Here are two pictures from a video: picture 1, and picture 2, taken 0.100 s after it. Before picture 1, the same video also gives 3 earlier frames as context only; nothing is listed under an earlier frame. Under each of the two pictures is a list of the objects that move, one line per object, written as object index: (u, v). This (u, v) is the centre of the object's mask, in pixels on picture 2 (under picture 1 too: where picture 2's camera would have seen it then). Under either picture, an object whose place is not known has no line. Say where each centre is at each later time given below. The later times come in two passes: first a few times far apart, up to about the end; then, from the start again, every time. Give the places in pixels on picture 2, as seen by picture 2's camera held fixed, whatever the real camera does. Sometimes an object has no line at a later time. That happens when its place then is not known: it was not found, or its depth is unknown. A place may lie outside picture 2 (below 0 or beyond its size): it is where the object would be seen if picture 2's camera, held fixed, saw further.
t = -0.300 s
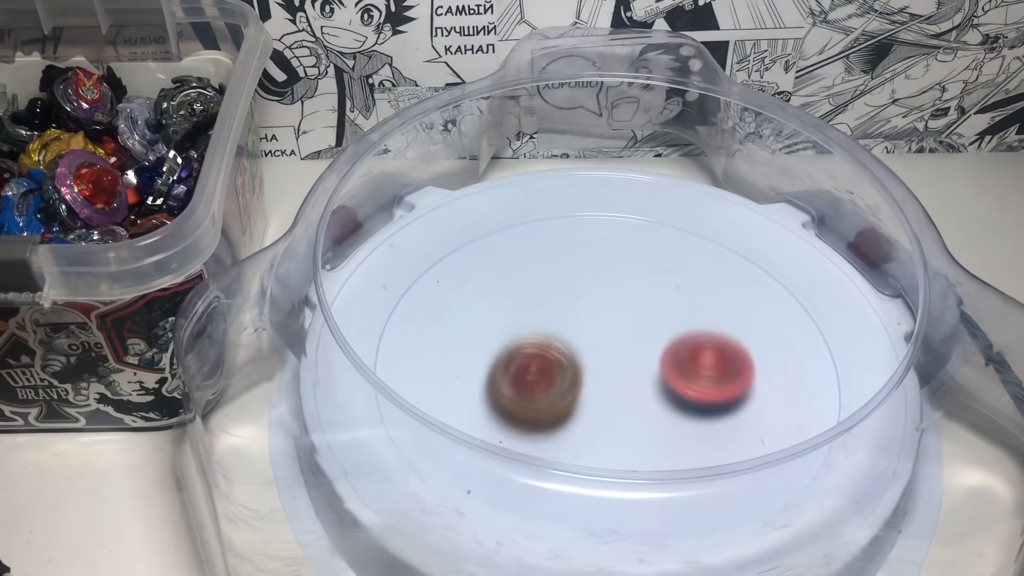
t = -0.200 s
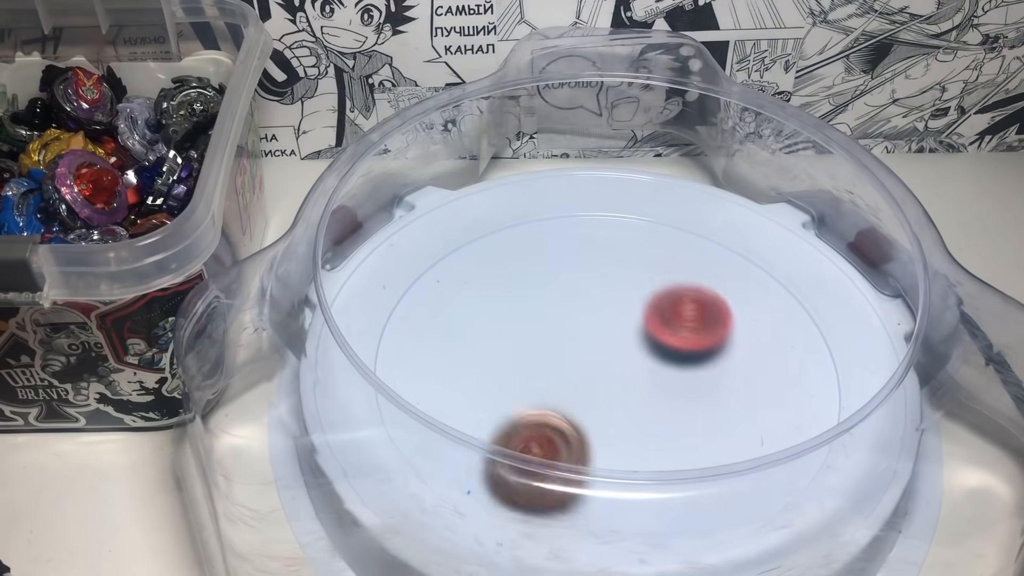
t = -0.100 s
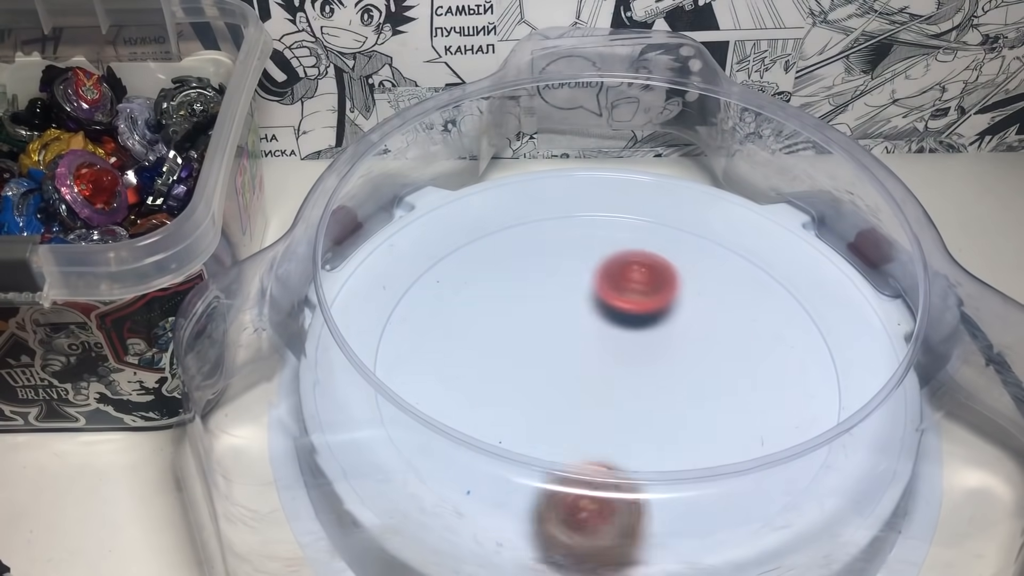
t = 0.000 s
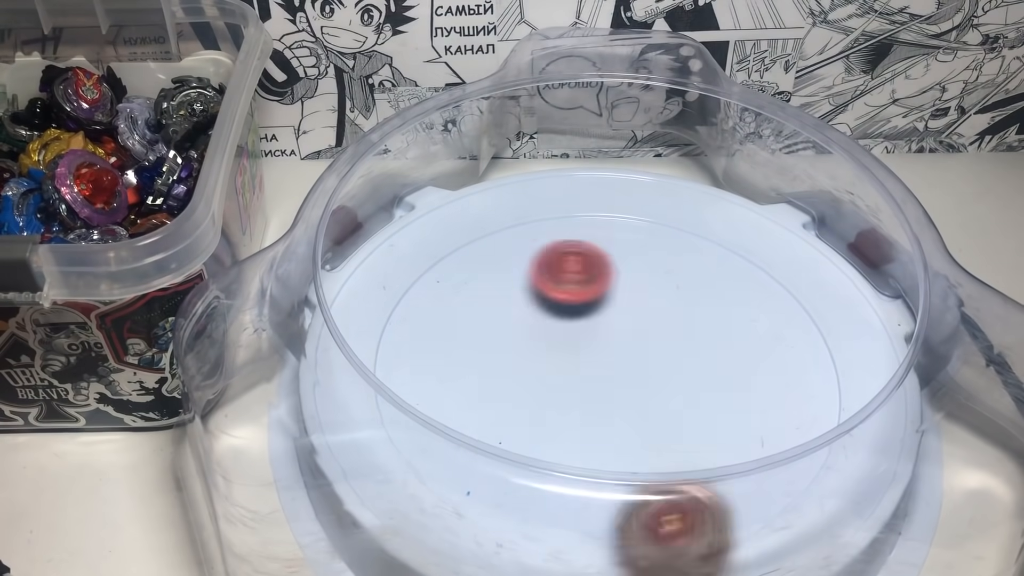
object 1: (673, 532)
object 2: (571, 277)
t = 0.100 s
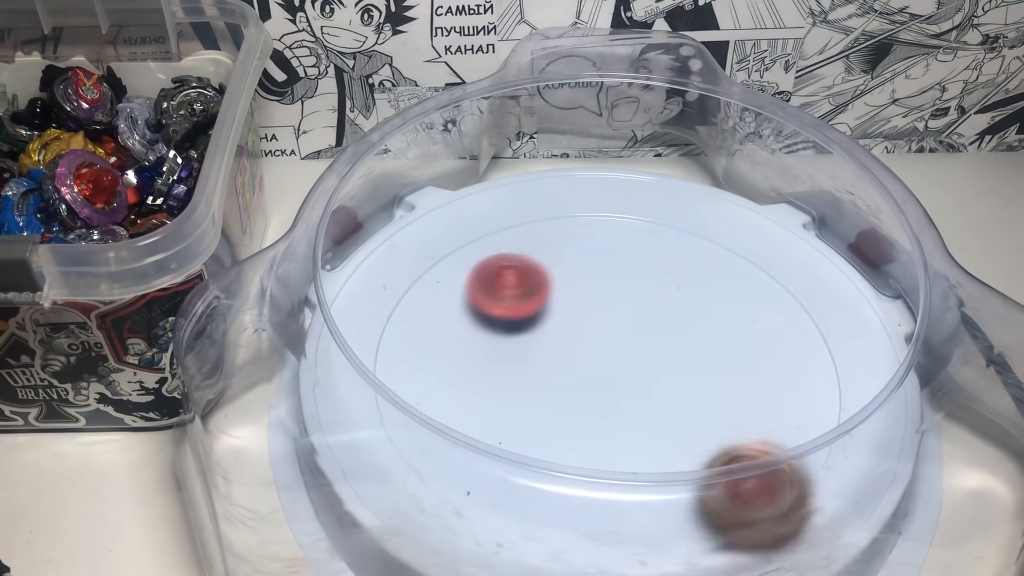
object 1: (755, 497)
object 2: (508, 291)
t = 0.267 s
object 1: (829, 380)
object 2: (467, 368)
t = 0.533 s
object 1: (640, 249)
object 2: (636, 453)
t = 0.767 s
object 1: (420, 331)
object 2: (735, 347)
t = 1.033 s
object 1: (549, 525)
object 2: (606, 267)
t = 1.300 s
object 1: (812, 407)
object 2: (512, 355)
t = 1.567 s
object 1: (584, 255)
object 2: (663, 426)
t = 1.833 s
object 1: (391, 369)
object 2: (706, 319)
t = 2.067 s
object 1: (624, 528)
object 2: (595, 309)
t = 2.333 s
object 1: (786, 323)
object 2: (588, 395)
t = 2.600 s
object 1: (550, 201)
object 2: (655, 381)
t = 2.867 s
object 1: (388, 372)
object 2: (609, 360)
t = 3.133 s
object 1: (716, 488)
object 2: (600, 376)
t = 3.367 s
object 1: (806, 287)
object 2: (614, 375)
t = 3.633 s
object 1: (550, 209)
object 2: (608, 366)
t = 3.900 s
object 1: (476, 399)
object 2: (605, 367)
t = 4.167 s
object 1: (774, 474)
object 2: (605, 362)
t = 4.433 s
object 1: (802, 303)
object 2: (610, 367)
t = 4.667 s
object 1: (591, 243)
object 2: (611, 366)
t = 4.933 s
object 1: (458, 418)
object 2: (610, 367)
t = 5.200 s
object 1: (666, 531)
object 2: (614, 369)
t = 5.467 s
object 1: (782, 364)
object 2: (612, 371)
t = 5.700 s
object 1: (568, 267)
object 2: (610, 370)
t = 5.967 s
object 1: (401, 351)
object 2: (609, 369)
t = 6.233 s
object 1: (576, 521)
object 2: (606, 367)
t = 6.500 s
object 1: (761, 348)
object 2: (606, 367)
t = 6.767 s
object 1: (580, 212)
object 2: (609, 364)
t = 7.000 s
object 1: (421, 306)
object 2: (609, 366)
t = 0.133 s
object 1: (777, 478)
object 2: (492, 303)
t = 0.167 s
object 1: (795, 455)
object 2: (479, 317)
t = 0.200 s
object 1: (810, 431)
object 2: (471, 333)
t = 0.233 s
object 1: (822, 406)
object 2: (466, 351)
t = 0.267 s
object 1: (829, 380)
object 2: (467, 368)
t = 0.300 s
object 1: (832, 355)
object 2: (473, 386)
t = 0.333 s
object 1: (822, 329)
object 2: (485, 403)
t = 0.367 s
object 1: (805, 306)
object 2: (500, 421)
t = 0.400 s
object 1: (781, 287)
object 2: (522, 435)
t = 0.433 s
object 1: (750, 271)
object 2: (550, 447)
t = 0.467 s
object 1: (715, 259)
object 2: (578, 454)
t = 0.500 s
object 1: (678, 252)
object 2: (607, 456)
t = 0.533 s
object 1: (640, 249)
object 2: (636, 453)
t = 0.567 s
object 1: (602, 249)
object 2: (664, 442)
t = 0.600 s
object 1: (565, 255)
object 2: (688, 432)
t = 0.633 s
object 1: (529, 263)
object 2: (708, 422)
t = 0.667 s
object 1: (496, 275)
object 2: (724, 404)
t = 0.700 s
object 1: (467, 289)
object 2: (734, 385)
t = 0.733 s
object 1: (440, 309)
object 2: (737, 365)
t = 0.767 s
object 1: (420, 331)
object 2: (735, 347)
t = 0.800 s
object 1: (408, 353)
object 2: (728, 330)
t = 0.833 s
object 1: (398, 382)
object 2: (718, 313)
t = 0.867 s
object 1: (397, 407)
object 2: (703, 300)
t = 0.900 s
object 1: (404, 439)
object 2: (686, 287)
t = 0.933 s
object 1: (430, 467)
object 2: (667, 277)
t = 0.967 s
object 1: (465, 491)
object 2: (647, 270)
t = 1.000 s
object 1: (505, 512)
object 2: (626, 266)
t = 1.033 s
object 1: (549, 525)
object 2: (606, 267)
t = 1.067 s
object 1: (596, 530)
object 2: (585, 270)
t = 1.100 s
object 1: (644, 531)
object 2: (567, 276)
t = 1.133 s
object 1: (690, 528)
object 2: (549, 284)
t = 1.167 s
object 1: (733, 513)
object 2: (533, 295)
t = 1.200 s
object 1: (770, 492)
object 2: (521, 307)
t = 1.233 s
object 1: (796, 466)
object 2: (513, 321)
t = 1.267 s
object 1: (809, 436)
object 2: (510, 338)
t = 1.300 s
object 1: (812, 407)
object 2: (512, 355)
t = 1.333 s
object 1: (805, 377)
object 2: (519, 372)
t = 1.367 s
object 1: (789, 349)
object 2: (531, 387)
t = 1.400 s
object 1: (764, 324)
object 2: (548, 403)
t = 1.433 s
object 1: (734, 302)
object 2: (568, 415)
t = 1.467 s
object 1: (699, 284)
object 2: (591, 423)
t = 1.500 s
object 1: (662, 270)
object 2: (615, 428)
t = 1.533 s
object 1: (624, 260)
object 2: (639, 428)
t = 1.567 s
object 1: (584, 255)
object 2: (663, 426)
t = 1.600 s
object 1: (548, 254)
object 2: (684, 419)
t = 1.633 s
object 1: (510, 257)
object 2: (702, 409)
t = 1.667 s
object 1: (474, 264)
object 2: (716, 396)
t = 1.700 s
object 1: (441, 275)
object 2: (724, 380)
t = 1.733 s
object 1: (410, 290)
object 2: (726, 363)
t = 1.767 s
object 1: (385, 309)
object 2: (724, 348)
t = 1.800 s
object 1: (388, 337)
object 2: (717, 332)
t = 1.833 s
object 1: (391, 369)
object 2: (706, 319)
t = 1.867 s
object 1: (400, 401)
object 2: (692, 309)
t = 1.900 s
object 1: (414, 432)
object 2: (677, 302)
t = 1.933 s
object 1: (436, 464)
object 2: (660, 298)
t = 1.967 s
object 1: (473, 490)
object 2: (642, 296)
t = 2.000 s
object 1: (521, 513)
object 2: (625, 298)
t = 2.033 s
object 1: (571, 526)
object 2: (609, 302)
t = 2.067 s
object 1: (624, 528)
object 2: (595, 309)
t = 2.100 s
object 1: (675, 522)
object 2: (583, 317)
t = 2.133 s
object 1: (720, 506)
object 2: (574, 327)
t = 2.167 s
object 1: (757, 482)
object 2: (567, 338)
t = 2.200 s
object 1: (782, 452)
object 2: (563, 349)
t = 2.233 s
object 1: (797, 421)
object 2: (564, 361)
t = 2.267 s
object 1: (803, 388)
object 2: (569, 373)
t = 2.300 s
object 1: (798, 354)
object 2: (577, 385)
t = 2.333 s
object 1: (786, 323)
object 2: (588, 395)
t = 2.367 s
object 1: (768, 295)
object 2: (600, 401)
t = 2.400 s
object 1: (744, 271)
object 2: (611, 405)
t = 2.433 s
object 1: (716, 250)
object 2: (623, 406)
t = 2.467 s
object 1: (686, 232)
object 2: (634, 404)
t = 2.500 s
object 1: (652, 218)
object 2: (642, 399)
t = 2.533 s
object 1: (618, 208)
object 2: (649, 393)
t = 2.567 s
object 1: (584, 201)
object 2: (654, 387)
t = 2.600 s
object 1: (550, 201)
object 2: (655, 381)
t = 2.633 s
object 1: (519, 212)
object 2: (653, 376)
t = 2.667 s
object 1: (486, 224)
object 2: (649, 371)
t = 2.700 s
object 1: (456, 239)
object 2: (643, 366)
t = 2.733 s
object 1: (430, 256)
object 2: (637, 363)
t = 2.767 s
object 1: (410, 282)
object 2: (630, 360)
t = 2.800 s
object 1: (395, 309)
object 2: (623, 359)
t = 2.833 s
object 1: (389, 337)
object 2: (615, 359)
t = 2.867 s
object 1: (388, 372)
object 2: (609, 360)
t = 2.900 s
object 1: (405, 402)
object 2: (603, 362)
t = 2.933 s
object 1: (427, 437)
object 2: (598, 364)
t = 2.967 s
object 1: (465, 464)
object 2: (595, 366)
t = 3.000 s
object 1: (510, 487)
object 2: (594, 367)
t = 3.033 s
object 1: (564, 502)
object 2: (594, 369)
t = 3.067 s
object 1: (616, 510)
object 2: (595, 372)
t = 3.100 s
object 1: (669, 504)
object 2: (597, 374)
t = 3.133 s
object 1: (716, 488)
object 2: (600, 376)
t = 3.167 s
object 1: (755, 466)
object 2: (604, 378)
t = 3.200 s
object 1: (784, 442)
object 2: (607, 379)
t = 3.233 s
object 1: (806, 413)
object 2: (610, 380)
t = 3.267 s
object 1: (819, 381)
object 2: (613, 379)
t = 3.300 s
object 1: (823, 348)
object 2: (615, 378)
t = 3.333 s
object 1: (820, 315)
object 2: (615, 377)
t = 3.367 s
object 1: (806, 287)
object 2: (614, 375)
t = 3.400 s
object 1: (772, 270)
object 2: (613, 373)
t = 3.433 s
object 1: (738, 252)
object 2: (612, 372)
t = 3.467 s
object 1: (707, 237)
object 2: (611, 370)
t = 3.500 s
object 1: (677, 223)
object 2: (610, 369)
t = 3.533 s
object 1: (646, 212)
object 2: (609, 367)
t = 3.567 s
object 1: (614, 204)
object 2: (609, 366)
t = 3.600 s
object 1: (582, 203)
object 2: (608, 366)
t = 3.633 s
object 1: (550, 209)
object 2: (608, 366)
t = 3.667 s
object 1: (521, 219)
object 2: (608, 365)
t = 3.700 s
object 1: (493, 234)
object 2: (608, 366)
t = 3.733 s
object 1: (471, 254)
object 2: (607, 366)
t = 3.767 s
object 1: (454, 278)
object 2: (607, 367)
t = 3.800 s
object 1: (446, 307)
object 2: (607, 367)
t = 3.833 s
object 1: (445, 338)
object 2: (606, 367)
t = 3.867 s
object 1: (454, 372)
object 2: (606, 367)
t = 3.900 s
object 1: (476, 399)
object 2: (605, 367)
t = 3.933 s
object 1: (503, 430)
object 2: (605, 367)
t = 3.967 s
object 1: (538, 459)
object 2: (605, 367)
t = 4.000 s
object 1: (576, 479)
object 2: (604, 366)
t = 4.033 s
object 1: (619, 491)
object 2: (604, 365)
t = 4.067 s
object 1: (665, 498)
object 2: (604, 364)
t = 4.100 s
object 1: (706, 496)
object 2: (605, 363)
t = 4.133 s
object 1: (744, 487)
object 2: (605, 362)
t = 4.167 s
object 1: (774, 474)
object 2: (605, 362)
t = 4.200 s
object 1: (800, 456)
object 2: (606, 362)
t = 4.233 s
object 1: (820, 437)
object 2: (607, 362)
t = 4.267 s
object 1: (834, 417)
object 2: (608, 363)
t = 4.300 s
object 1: (835, 393)
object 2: (608, 363)
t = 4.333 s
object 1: (831, 371)
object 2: (609, 364)
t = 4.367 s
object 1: (824, 347)
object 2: (609, 365)
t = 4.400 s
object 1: (815, 325)
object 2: (609, 366)
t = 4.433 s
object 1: (802, 303)
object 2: (610, 367)
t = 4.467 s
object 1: (784, 282)
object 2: (610, 367)
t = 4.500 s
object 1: (760, 263)
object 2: (610, 367)
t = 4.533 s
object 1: (731, 249)
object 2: (610, 367)
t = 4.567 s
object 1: (697, 239)
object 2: (610, 367)
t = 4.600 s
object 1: (663, 236)
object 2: (610, 367)
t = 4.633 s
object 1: (627, 237)
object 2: (611, 366)
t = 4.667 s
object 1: (591, 243)
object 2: (611, 366)
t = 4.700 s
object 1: (558, 255)
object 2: (612, 365)
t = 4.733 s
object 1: (528, 271)
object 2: (611, 364)
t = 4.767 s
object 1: (502, 290)
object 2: (610, 364)
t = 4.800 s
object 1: (481, 314)
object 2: (609, 364)
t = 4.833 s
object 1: (465, 340)
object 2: (609, 365)
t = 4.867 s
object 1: (455, 367)
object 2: (609, 366)
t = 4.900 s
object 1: (455, 388)
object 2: (610, 366)
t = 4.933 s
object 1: (458, 418)
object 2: (610, 367)
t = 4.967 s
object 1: (464, 448)
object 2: (610, 367)
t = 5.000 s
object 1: (481, 468)
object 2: (610, 368)
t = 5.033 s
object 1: (501, 498)
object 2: (611, 368)
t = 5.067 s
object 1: (532, 507)
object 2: (611, 368)
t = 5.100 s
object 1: (564, 523)
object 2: (612, 368)
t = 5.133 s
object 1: (597, 530)
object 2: (612, 368)
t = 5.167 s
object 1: (631, 532)
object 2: (613, 369)
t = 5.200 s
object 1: (666, 531)
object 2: (614, 369)
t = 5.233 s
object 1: (699, 521)
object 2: (614, 370)
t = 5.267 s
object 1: (730, 507)
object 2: (614, 370)
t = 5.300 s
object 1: (758, 490)
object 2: (614, 370)
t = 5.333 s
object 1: (780, 467)
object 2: (614, 371)
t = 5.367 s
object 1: (792, 442)
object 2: (614, 371)
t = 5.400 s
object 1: (797, 418)
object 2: (613, 371)
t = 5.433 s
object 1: (794, 391)
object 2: (613, 371)
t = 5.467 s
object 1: (782, 364)
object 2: (612, 371)
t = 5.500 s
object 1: (762, 341)
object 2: (612, 371)
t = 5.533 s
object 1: (736, 320)
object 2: (612, 371)
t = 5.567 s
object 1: (705, 302)
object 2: (612, 371)
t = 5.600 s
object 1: (672, 287)
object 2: (612, 371)
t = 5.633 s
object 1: (637, 276)
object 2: (611, 371)
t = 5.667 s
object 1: (602, 270)
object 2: (611, 371)
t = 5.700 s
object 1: (568, 267)
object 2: (610, 370)
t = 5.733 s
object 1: (536, 268)
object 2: (610, 371)
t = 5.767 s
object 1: (506, 272)
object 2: (610, 370)
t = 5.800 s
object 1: (479, 279)
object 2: (610, 370)
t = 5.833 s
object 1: (455, 289)
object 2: (610, 370)
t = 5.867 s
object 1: (434, 302)
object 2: (610, 370)
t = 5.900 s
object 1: (417, 317)
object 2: (609, 369)
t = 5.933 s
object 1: (405, 334)
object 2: (609, 369)
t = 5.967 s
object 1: (401, 351)
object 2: (609, 369)
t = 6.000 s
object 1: (394, 375)
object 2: (609, 369)
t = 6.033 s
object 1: (396, 399)
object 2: (608, 368)
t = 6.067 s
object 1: (405, 423)
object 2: (608, 368)
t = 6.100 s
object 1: (422, 449)
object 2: (607, 368)
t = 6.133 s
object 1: (450, 476)
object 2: (607, 367)
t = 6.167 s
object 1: (486, 498)
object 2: (607, 367)
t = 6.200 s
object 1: (529, 515)
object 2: (607, 367)
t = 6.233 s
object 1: (576, 521)
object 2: (606, 367)
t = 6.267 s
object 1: (624, 518)
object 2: (606, 367)
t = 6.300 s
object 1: (667, 508)
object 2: (605, 366)
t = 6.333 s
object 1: (704, 486)
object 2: (605, 366)
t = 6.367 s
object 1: (732, 463)
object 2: (605, 367)
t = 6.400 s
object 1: (752, 436)
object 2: (605, 367)
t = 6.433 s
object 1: (764, 407)
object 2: (605, 367)
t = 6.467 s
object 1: (765, 377)
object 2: (606, 367)
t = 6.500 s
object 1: (761, 348)
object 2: (606, 367)
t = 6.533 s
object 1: (749, 320)
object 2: (607, 367)
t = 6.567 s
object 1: (732, 295)
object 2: (608, 367)
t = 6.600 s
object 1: (711, 272)
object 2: (609, 367)
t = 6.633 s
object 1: (689, 253)
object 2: (609, 366)
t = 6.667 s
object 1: (664, 237)
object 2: (609, 366)
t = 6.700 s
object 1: (636, 225)
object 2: (609, 365)
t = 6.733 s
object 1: (608, 217)
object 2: (609, 365)
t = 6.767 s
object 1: (580, 212)
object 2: (609, 364)
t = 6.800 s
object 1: (552, 210)
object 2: (609, 364)
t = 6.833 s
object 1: (525, 213)
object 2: (608, 364)
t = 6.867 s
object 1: (499, 219)
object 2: (608, 364)
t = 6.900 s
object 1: (475, 229)
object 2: (607, 365)
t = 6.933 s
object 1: (455, 244)
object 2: (608, 365)
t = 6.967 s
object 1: (427, 283)
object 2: (608, 366)
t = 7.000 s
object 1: (421, 306)
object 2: (609, 366)
